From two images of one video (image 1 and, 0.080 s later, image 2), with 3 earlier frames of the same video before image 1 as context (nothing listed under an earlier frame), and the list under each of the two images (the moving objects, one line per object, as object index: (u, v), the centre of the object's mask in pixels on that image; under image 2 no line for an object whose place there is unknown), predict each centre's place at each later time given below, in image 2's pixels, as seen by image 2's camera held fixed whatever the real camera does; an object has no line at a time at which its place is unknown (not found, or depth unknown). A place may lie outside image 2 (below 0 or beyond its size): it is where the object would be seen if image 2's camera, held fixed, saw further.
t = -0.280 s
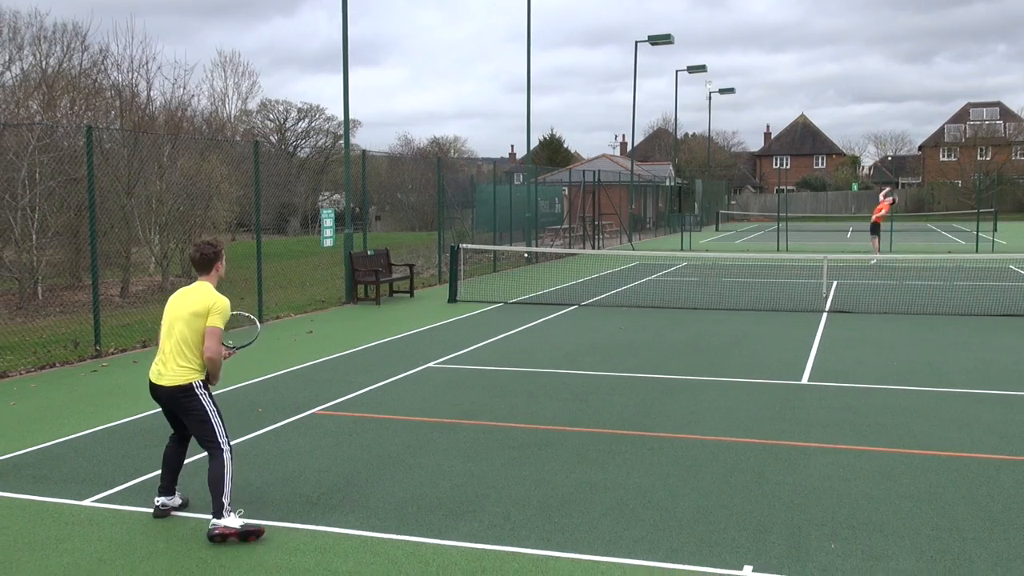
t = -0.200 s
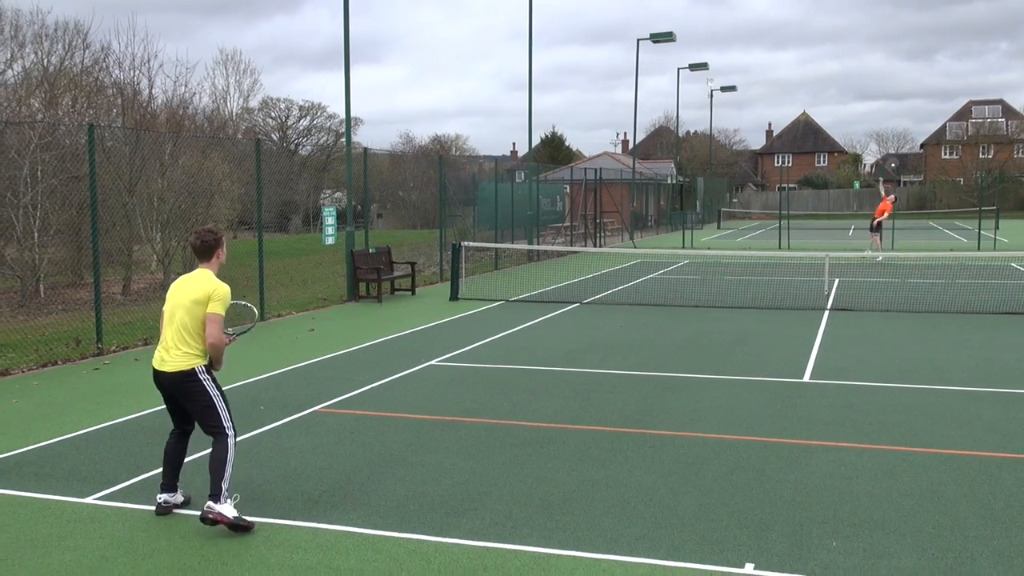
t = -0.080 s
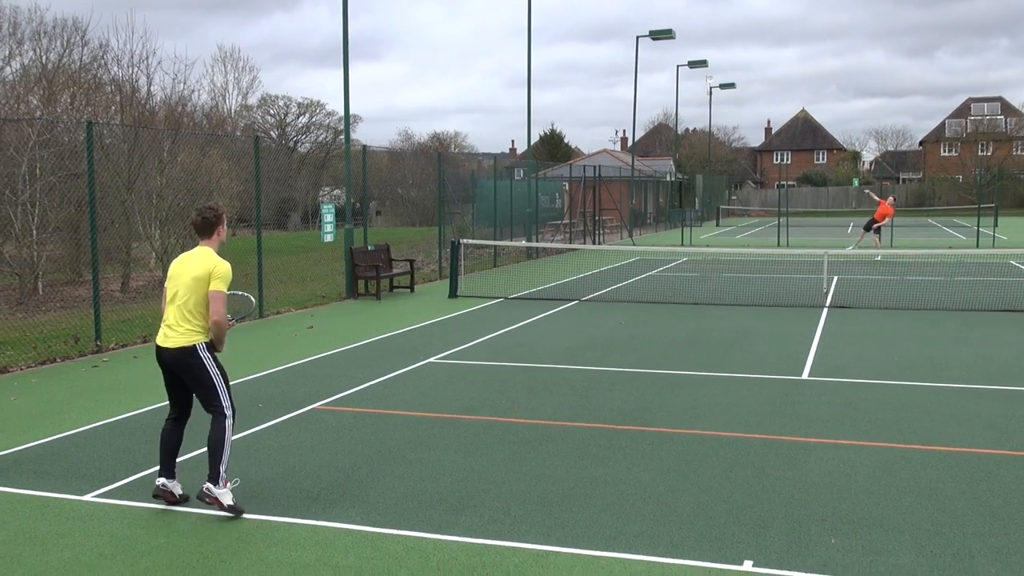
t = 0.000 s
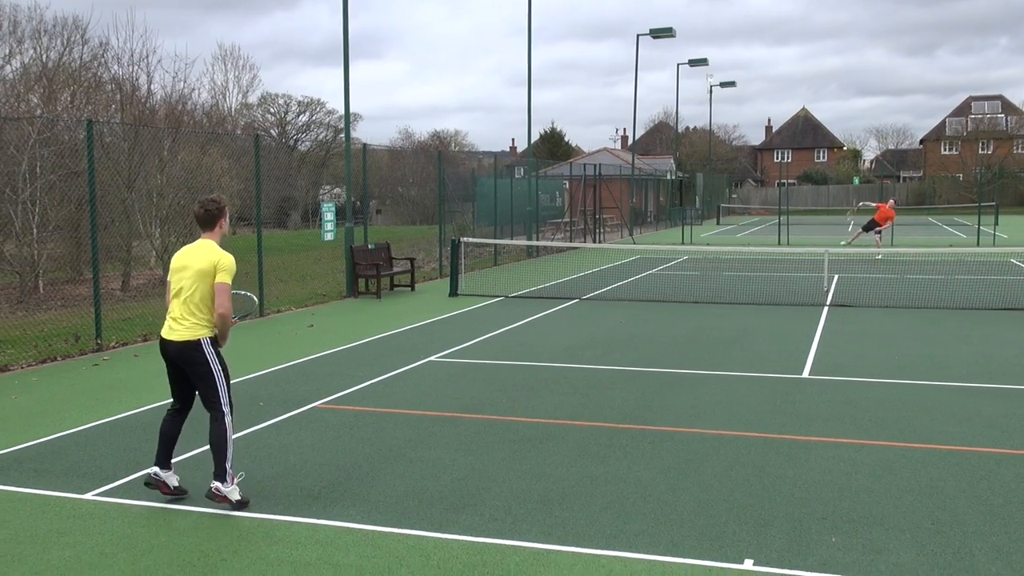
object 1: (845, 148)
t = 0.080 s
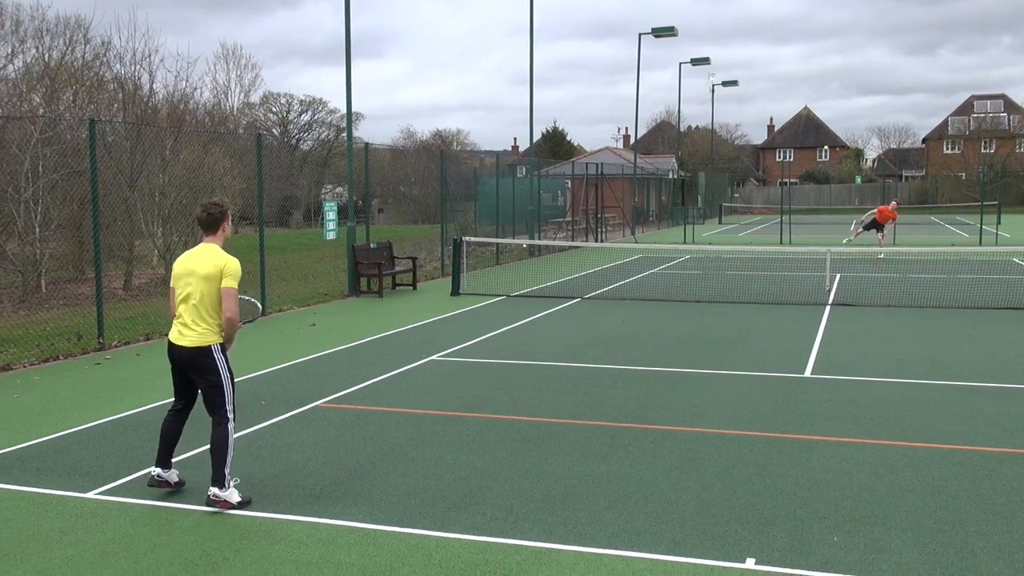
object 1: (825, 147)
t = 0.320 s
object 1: (750, 172)
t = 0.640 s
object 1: (607, 293)
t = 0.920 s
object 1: (474, 284)
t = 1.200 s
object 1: (317, 233)
